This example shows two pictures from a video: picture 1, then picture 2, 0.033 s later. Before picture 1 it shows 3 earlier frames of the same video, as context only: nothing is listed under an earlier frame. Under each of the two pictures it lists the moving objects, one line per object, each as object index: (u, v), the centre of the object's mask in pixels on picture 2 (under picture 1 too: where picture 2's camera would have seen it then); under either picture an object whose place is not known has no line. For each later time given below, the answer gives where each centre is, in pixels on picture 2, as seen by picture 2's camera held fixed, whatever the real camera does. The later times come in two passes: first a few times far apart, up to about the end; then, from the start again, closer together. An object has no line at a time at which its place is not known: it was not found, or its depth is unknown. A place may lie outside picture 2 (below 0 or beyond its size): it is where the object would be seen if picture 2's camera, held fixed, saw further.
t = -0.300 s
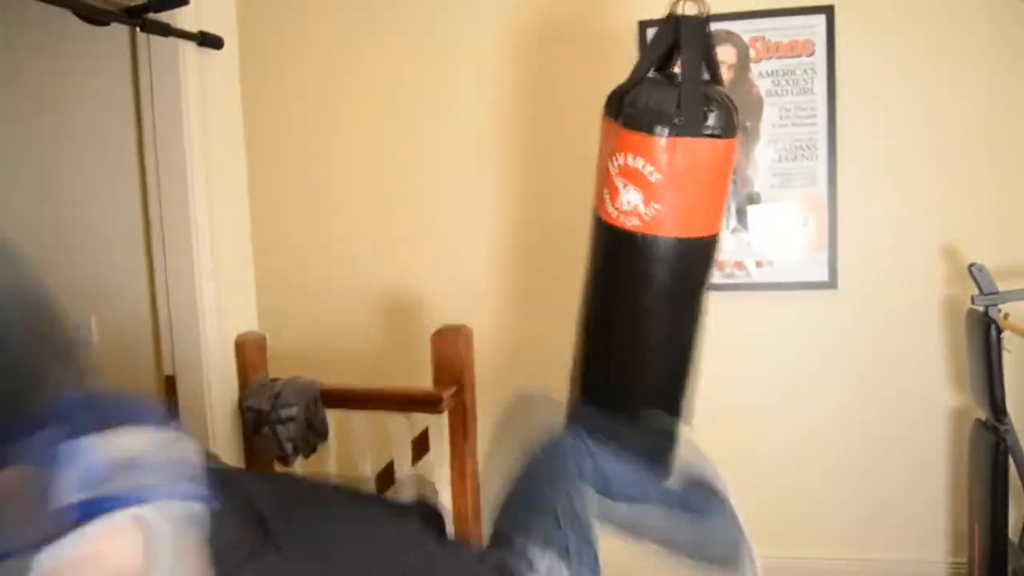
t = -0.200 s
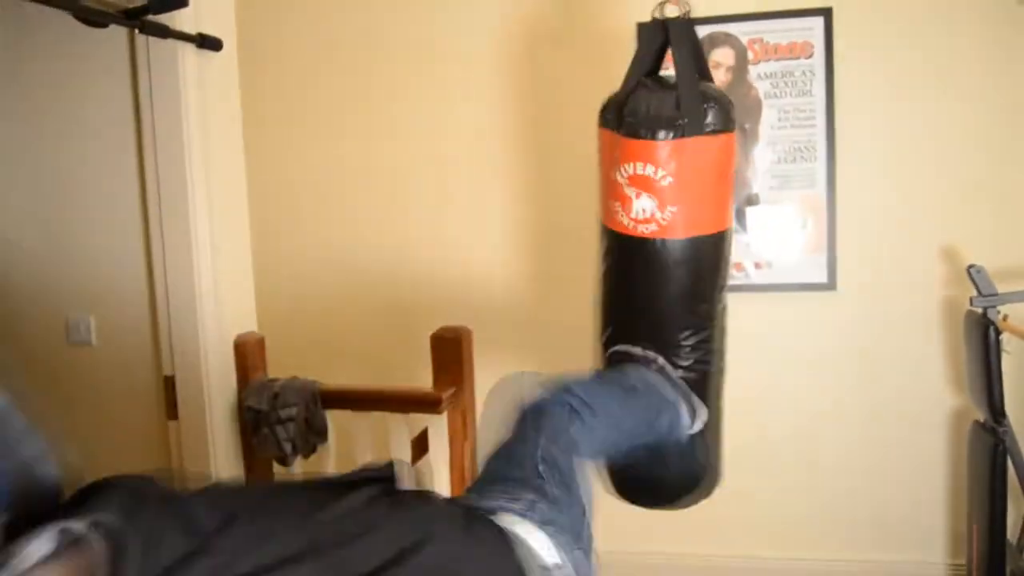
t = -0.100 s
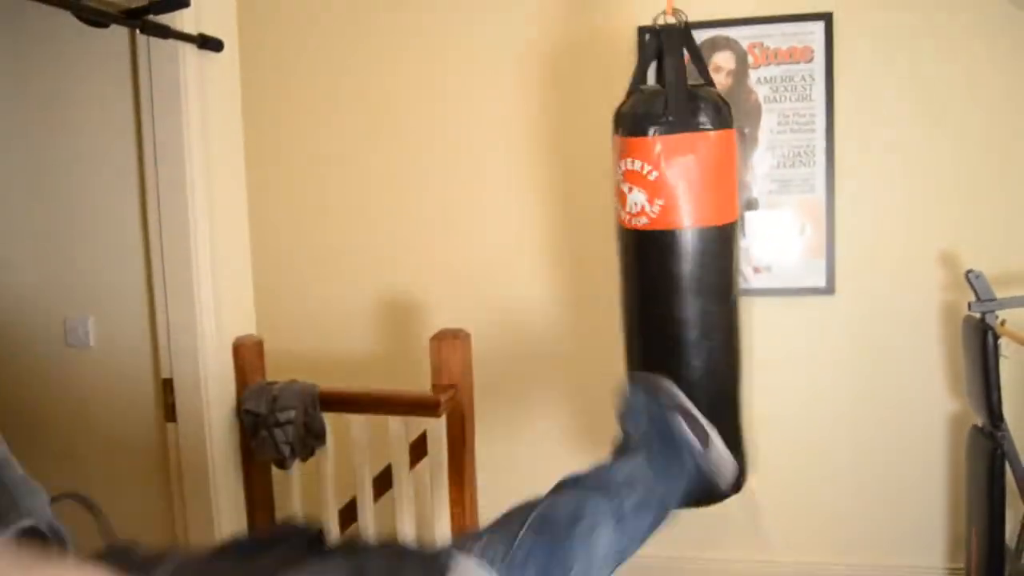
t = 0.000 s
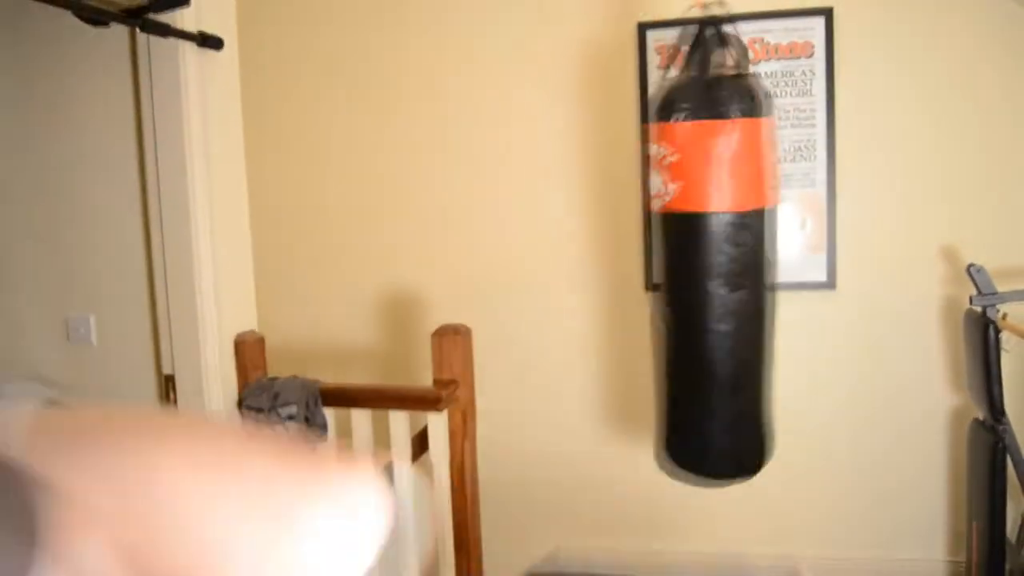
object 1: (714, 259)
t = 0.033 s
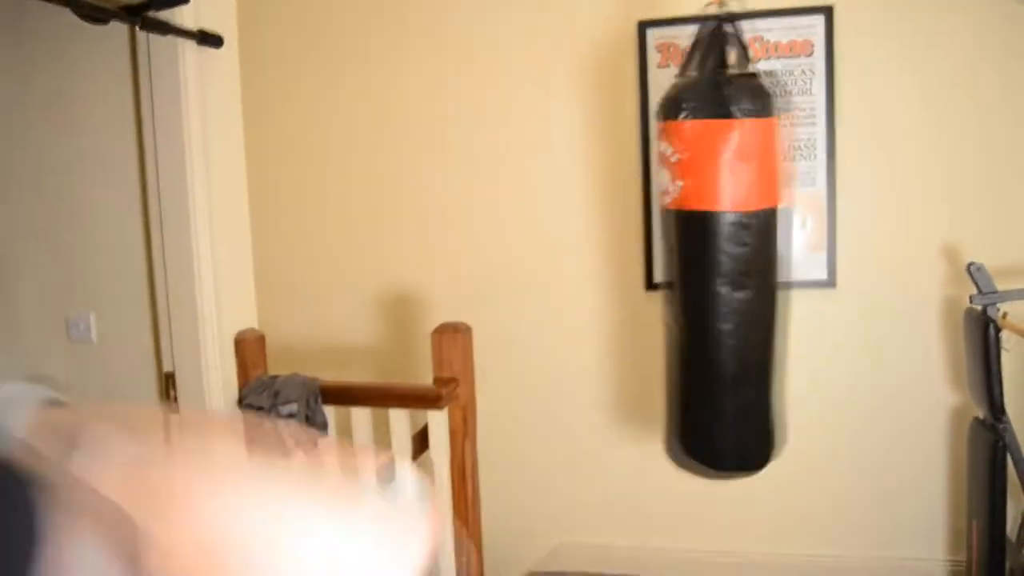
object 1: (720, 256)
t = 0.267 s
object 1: (775, 241)
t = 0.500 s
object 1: (824, 258)
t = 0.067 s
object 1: (730, 252)
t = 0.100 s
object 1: (744, 250)
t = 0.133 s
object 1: (754, 242)
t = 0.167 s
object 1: (762, 249)
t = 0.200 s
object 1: (765, 249)
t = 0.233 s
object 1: (772, 246)
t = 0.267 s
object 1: (775, 241)
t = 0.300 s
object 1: (784, 244)
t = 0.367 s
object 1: (797, 252)
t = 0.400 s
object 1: (803, 254)
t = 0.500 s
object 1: (824, 258)
